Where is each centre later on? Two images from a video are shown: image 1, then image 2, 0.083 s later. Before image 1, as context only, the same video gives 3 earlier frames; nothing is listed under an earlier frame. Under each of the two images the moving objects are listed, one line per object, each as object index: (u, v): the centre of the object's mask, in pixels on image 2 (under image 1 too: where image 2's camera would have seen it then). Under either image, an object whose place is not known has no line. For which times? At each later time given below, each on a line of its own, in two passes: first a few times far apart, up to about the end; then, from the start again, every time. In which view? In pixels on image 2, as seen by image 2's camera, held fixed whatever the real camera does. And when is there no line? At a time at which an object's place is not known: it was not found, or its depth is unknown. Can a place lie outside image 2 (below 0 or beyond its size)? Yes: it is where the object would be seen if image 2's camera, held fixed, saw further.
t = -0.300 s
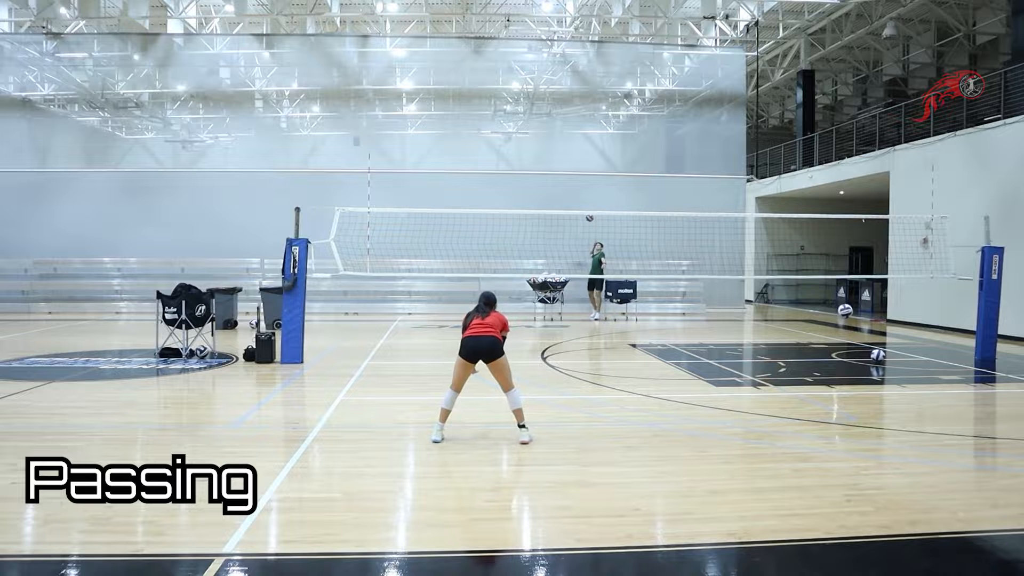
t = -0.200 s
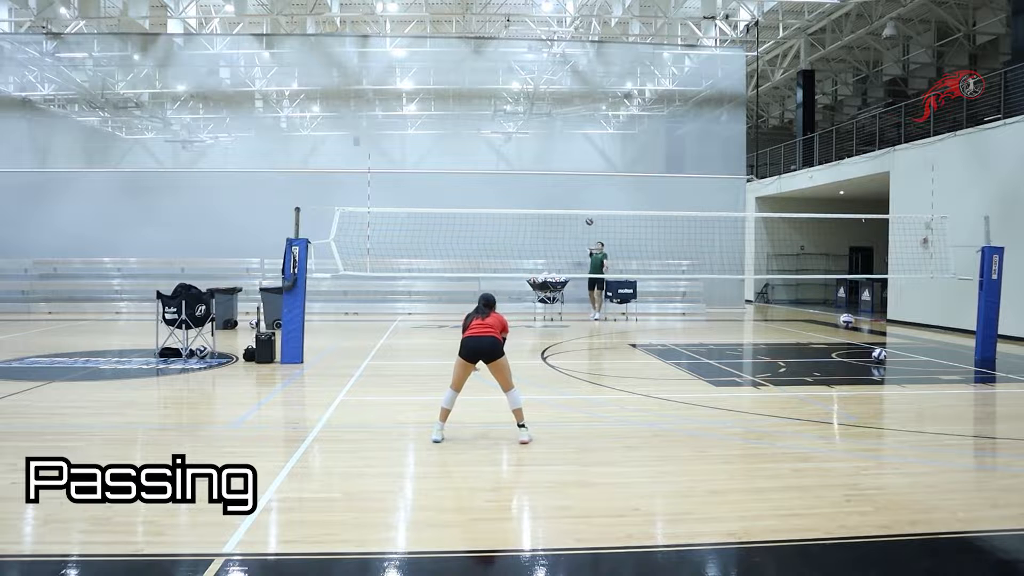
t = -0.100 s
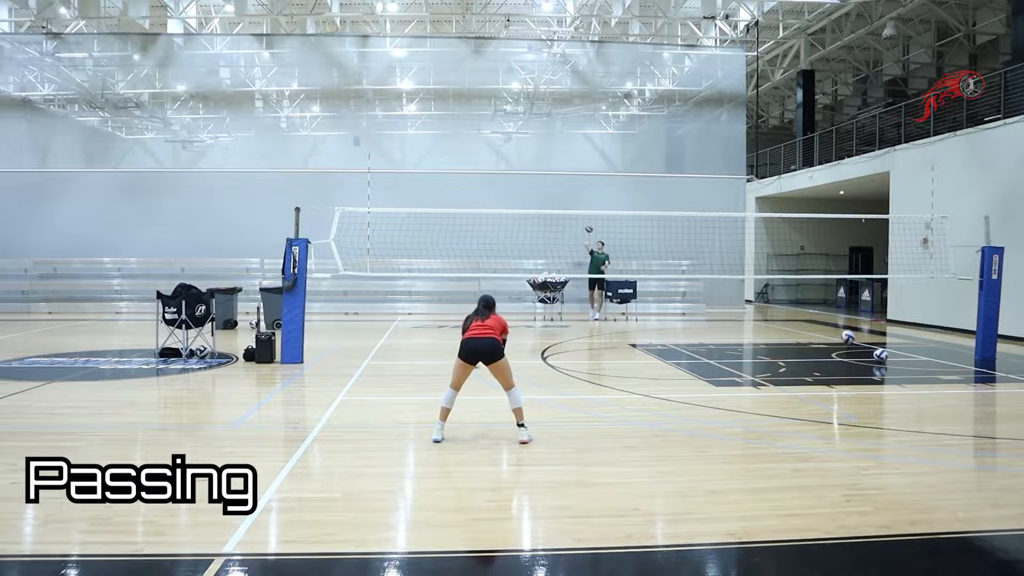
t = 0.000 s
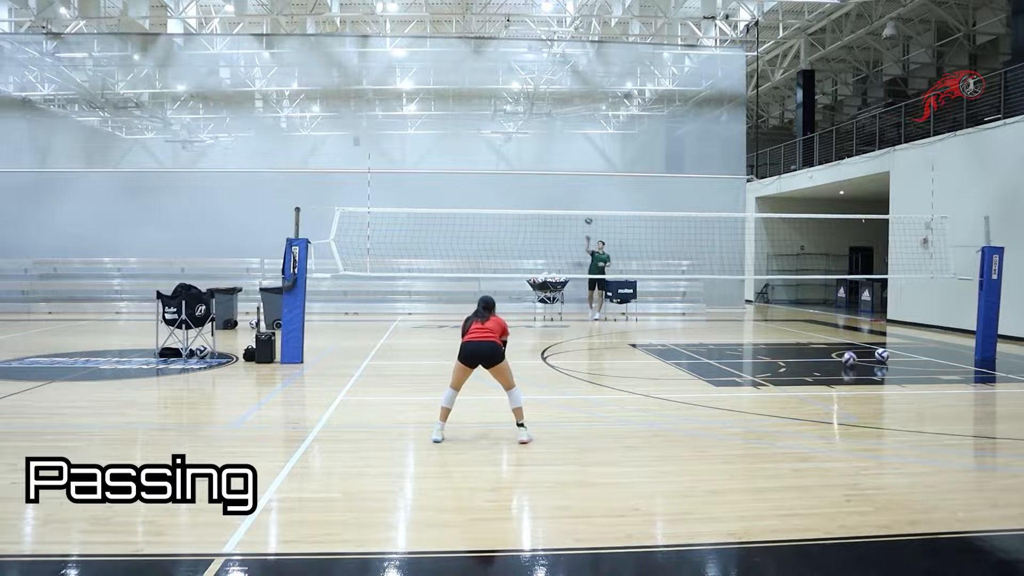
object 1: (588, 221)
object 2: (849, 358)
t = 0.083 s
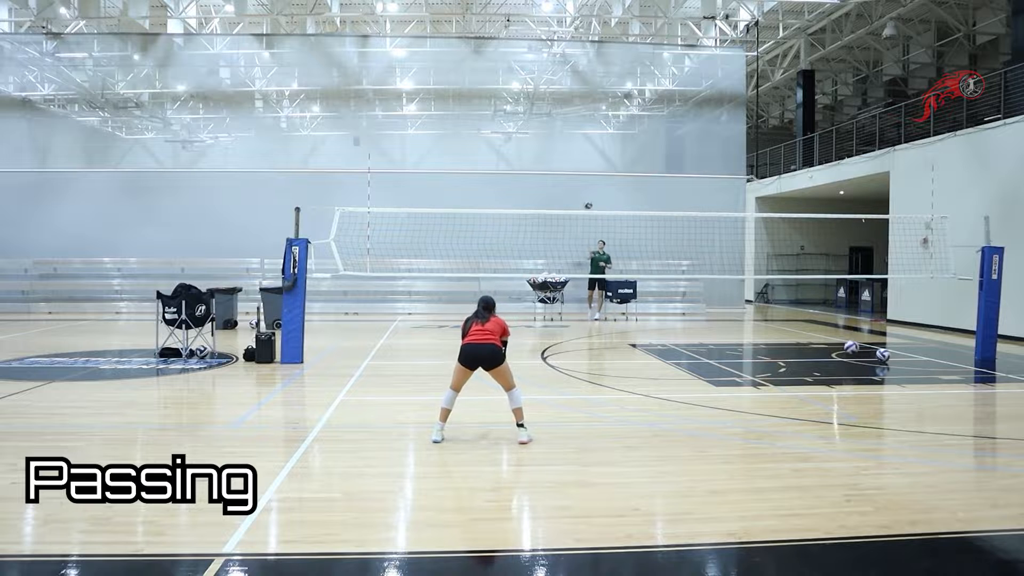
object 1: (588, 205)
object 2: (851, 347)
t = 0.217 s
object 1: (586, 183)
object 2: (855, 332)
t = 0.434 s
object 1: (581, 156)
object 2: (859, 333)
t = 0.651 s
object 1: (580, 155)
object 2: (864, 356)
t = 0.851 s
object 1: (574, 184)
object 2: (869, 341)
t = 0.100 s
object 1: (588, 202)
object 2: (852, 345)
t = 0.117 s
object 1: (588, 199)
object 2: (852, 342)
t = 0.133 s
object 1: (587, 196)
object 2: (853, 340)
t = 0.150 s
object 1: (587, 193)
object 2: (853, 338)
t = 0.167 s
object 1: (587, 191)
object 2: (853, 337)
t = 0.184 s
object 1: (586, 188)
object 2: (854, 335)
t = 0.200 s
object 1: (586, 185)
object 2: (854, 334)
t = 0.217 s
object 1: (586, 183)
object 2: (855, 332)
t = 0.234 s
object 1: (585, 180)
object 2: (855, 332)
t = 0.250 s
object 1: (585, 177)
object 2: (855, 331)
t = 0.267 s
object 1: (584, 175)
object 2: (856, 330)
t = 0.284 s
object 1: (584, 173)
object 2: (856, 330)
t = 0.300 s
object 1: (584, 171)
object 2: (857, 329)
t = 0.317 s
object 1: (583, 168)
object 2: (857, 329)
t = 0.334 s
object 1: (583, 166)
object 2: (857, 329)
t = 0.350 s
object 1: (582, 164)
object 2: (858, 330)
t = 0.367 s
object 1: (582, 163)
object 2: (858, 330)
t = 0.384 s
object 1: (582, 161)
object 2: (858, 330)
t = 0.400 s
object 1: (581, 159)
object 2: (859, 331)
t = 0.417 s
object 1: (581, 158)
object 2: (859, 332)
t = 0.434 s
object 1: (581, 156)
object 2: (859, 333)
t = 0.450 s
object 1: (581, 155)
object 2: (860, 335)
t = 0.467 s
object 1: (581, 154)
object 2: (860, 336)
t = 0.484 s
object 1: (581, 153)
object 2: (860, 337)
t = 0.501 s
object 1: (581, 153)
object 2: (861, 339)
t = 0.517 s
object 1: (581, 152)
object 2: (861, 341)
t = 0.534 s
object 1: (581, 152)
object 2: (861, 343)
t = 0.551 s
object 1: (581, 151)
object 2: (861, 346)
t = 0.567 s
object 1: (581, 151)
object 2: (862, 348)
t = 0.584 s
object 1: (580, 152)
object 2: (862, 351)
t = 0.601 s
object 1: (580, 152)
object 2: (862, 354)
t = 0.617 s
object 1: (580, 153)
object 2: (863, 357)
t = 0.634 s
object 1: (580, 154)
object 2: (863, 358)
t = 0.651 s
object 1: (580, 155)
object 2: (864, 356)
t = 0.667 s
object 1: (580, 156)
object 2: (864, 353)
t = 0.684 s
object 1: (579, 156)
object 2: (865, 351)
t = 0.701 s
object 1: (579, 158)
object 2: (865, 350)
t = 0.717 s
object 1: (578, 160)
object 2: (865, 348)
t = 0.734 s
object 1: (577, 162)
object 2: (866, 347)
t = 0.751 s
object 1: (577, 164)
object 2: (866, 346)
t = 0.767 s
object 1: (577, 166)
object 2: (867, 344)
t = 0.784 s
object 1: (576, 169)
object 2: (867, 344)
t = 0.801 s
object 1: (576, 172)
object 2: (868, 342)
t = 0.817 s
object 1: (575, 176)
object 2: (868, 342)
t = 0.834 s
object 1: (574, 180)
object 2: (869, 341)
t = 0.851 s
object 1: (574, 184)
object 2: (869, 341)
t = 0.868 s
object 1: (573, 188)
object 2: (869, 341)
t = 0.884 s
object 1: (572, 193)
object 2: (870, 341)
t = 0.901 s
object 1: (571, 198)
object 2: (870, 341)
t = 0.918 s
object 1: (570, 204)
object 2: (870, 342)
